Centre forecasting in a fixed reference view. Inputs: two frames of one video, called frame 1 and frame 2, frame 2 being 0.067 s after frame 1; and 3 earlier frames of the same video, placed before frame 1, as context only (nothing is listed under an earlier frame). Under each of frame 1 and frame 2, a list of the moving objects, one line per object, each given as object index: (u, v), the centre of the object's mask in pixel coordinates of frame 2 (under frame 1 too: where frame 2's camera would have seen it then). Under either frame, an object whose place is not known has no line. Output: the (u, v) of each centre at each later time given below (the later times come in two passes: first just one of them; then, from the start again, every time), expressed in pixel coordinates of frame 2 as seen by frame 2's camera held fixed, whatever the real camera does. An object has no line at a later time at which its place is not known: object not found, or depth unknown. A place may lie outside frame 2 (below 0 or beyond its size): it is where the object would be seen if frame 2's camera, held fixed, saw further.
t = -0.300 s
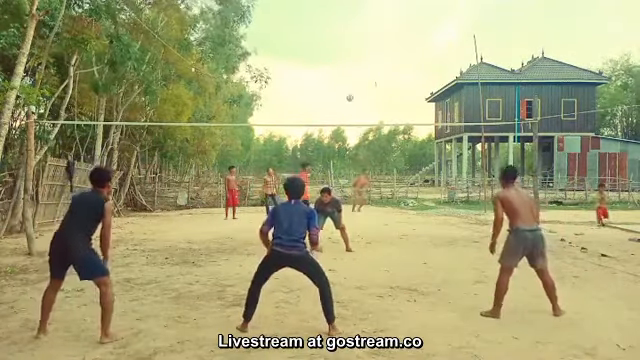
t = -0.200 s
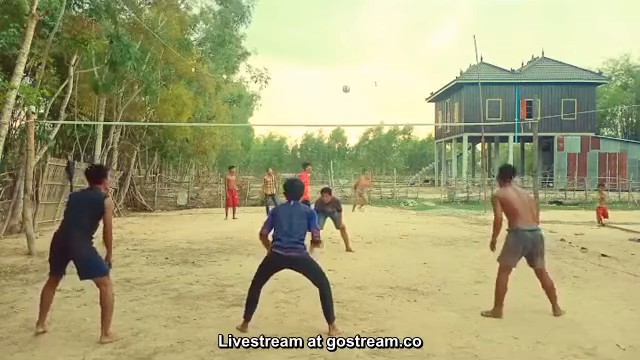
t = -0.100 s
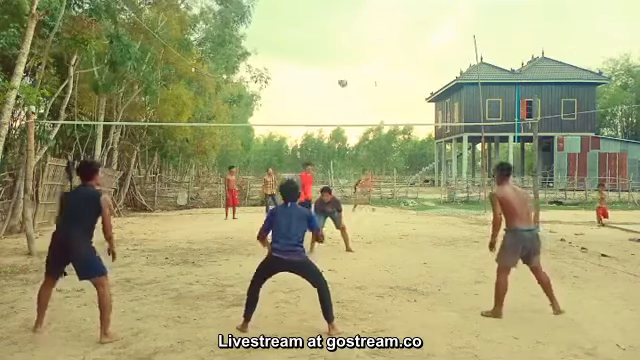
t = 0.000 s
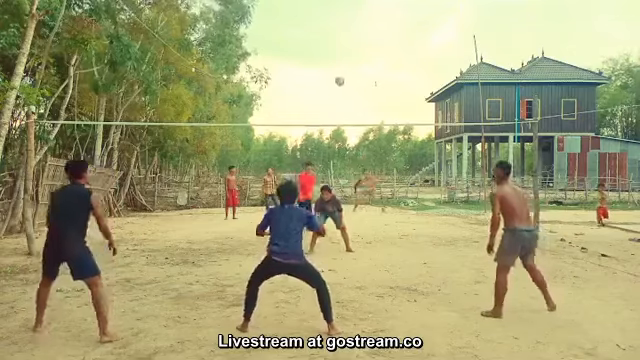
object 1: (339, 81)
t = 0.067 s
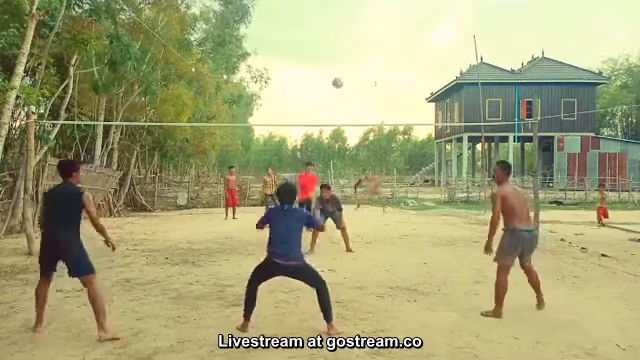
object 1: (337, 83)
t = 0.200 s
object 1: (332, 96)
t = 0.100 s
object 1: (336, 84)
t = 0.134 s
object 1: (334, 87)
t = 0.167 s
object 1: (333, 91)
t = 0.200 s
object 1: (332, 96)
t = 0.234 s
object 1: (329, 102)
